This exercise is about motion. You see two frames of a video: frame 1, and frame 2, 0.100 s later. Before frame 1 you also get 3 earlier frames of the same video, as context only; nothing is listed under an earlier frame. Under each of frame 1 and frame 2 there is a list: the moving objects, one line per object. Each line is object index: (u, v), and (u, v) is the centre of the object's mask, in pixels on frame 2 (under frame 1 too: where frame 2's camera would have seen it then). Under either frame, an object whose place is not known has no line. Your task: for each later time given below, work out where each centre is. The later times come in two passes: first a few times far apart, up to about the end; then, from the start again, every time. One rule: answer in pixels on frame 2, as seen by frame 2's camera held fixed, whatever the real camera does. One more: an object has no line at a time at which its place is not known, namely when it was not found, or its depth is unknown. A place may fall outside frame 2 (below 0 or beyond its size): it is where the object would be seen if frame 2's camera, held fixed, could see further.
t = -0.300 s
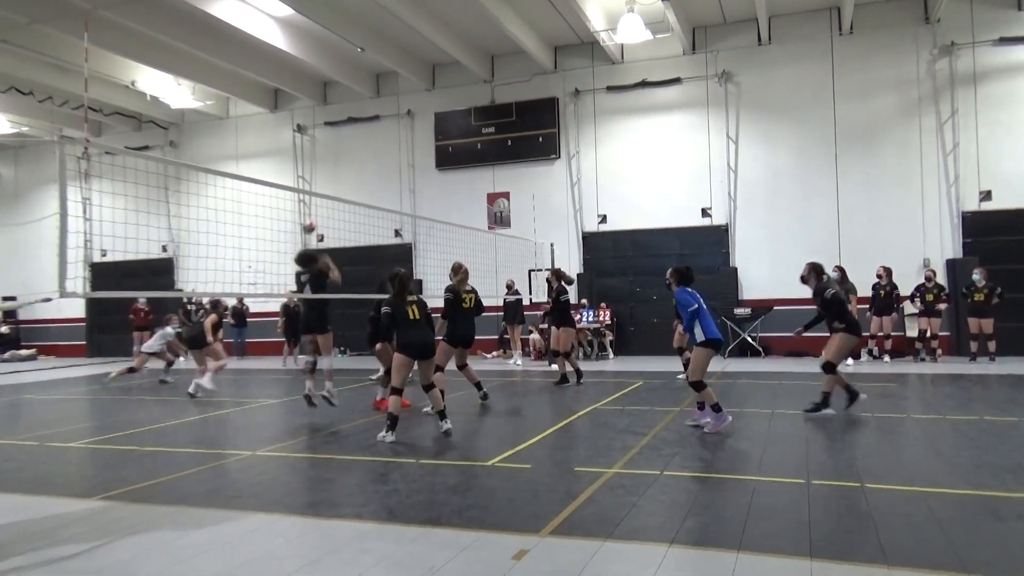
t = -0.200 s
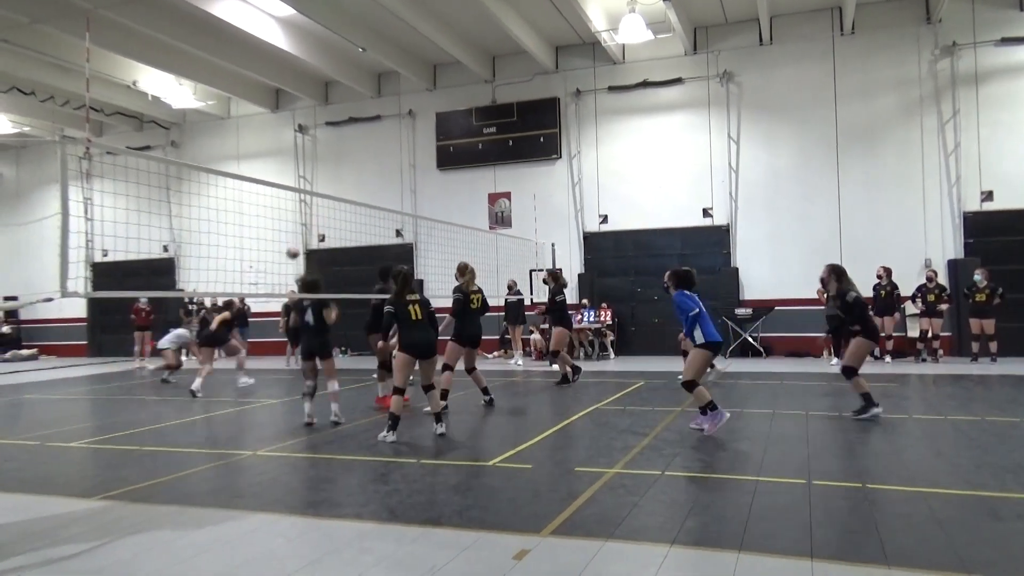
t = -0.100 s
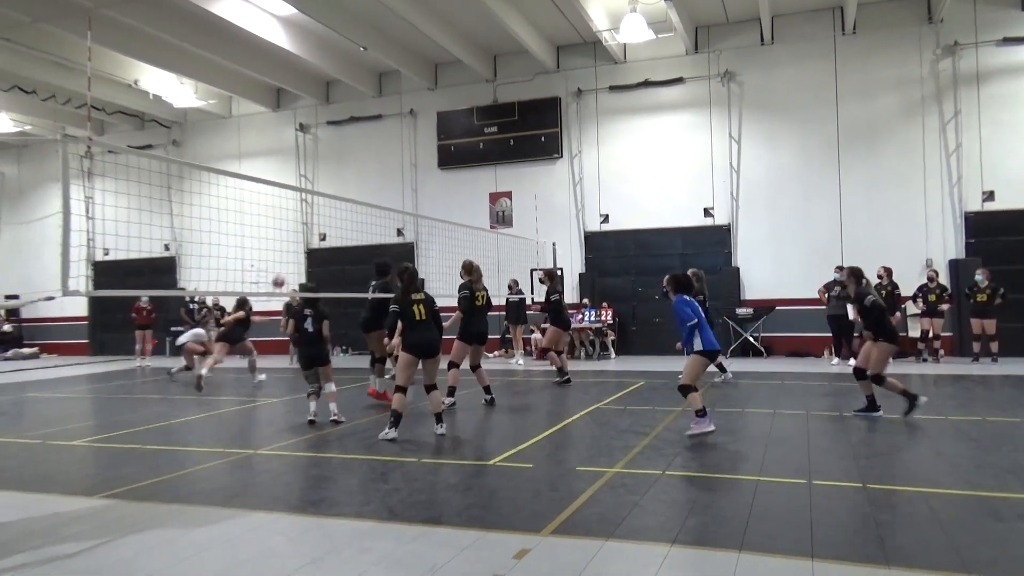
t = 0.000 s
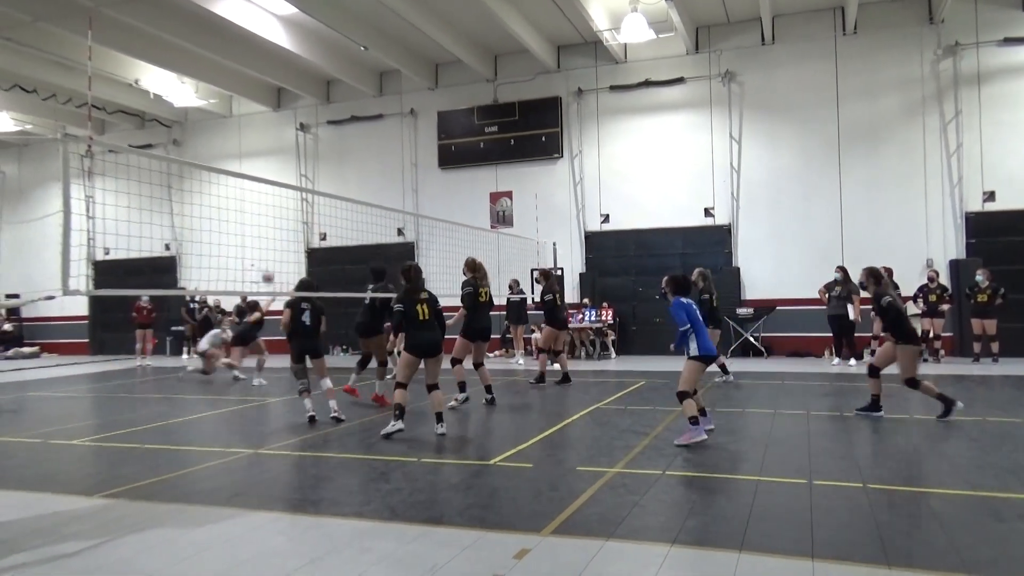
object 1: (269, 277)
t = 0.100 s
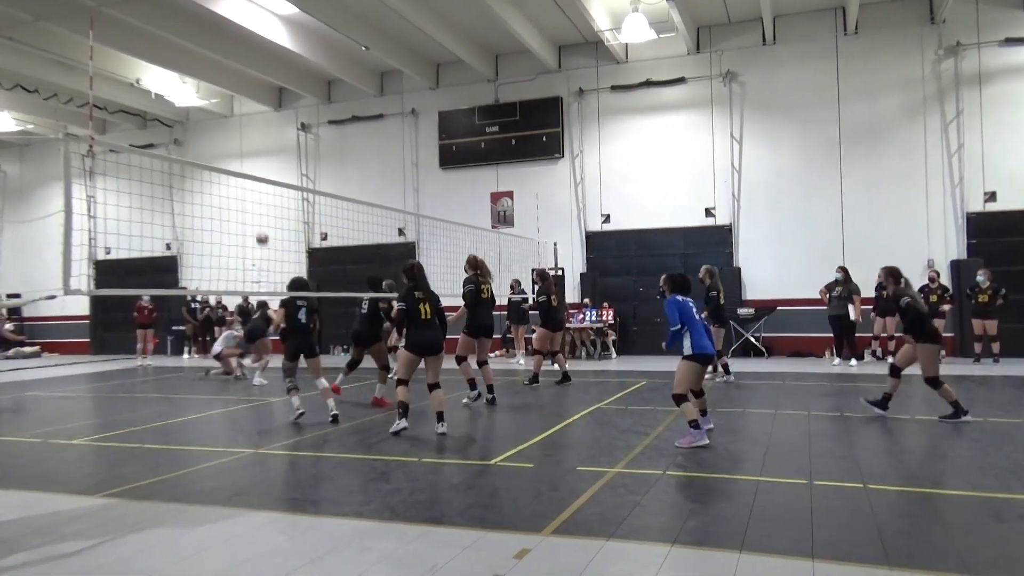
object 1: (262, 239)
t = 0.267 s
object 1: (251, 190)
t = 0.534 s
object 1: (235, 146)
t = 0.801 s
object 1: (220, 143)
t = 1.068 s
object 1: (206, 184)
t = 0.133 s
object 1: (260, 228)
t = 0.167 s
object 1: (258, 217)
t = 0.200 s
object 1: (255, 208)
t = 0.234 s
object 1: (253, 198)
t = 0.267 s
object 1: (251, 190)
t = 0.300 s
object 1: (249, 183)
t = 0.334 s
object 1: (247, 175)
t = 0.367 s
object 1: (245, 168)
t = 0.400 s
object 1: (243, 162)
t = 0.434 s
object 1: (241, 158)
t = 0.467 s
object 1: (239, 153)
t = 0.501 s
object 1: (237, 149)
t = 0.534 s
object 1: (235, 146)
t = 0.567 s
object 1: (233, 143)
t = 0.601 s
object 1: (231, 142)
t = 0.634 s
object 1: (229, 140)
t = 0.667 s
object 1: (227, 140)
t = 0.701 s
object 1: (225, 140)
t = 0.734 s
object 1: (224, 141)
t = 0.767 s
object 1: (222, 142)
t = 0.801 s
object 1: (220, 143)
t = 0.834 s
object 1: (218, 147)
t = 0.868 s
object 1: (217, 150)
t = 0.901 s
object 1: (214, 154)
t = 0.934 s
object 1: (213, 159)
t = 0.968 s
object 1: (211, 162)
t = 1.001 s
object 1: (209, 173)
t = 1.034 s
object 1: (208, 176)
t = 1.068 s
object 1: (206, 184)
